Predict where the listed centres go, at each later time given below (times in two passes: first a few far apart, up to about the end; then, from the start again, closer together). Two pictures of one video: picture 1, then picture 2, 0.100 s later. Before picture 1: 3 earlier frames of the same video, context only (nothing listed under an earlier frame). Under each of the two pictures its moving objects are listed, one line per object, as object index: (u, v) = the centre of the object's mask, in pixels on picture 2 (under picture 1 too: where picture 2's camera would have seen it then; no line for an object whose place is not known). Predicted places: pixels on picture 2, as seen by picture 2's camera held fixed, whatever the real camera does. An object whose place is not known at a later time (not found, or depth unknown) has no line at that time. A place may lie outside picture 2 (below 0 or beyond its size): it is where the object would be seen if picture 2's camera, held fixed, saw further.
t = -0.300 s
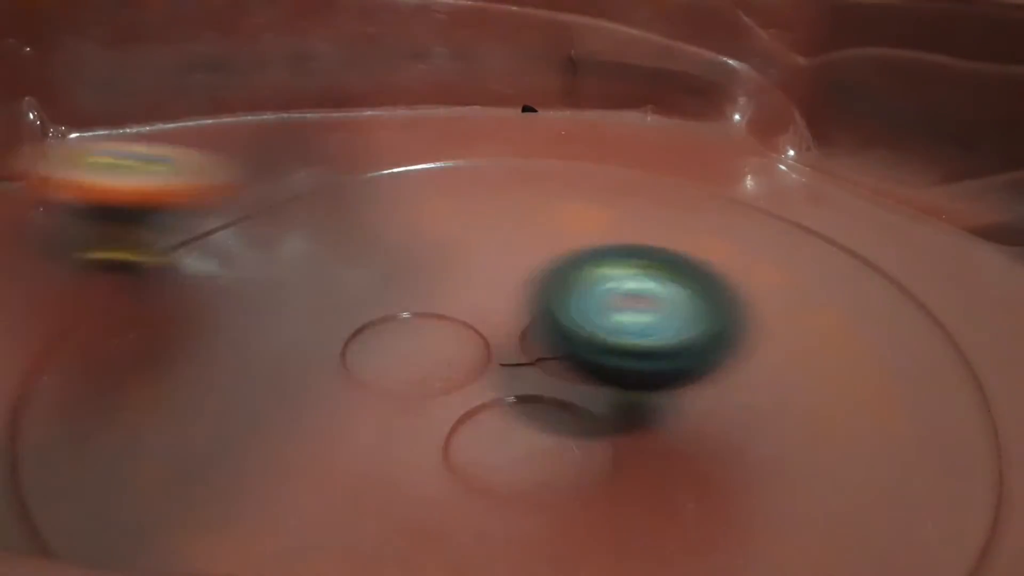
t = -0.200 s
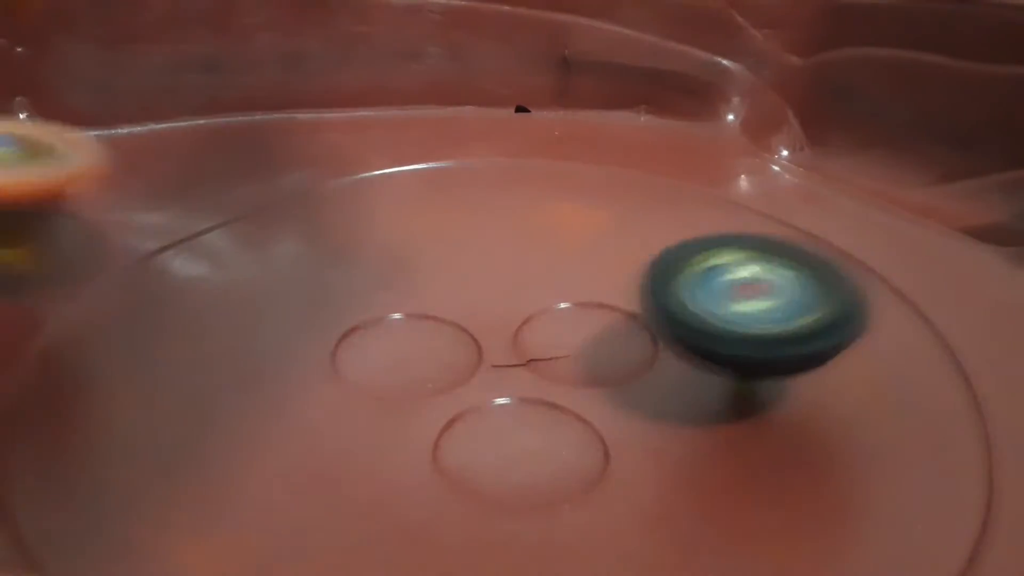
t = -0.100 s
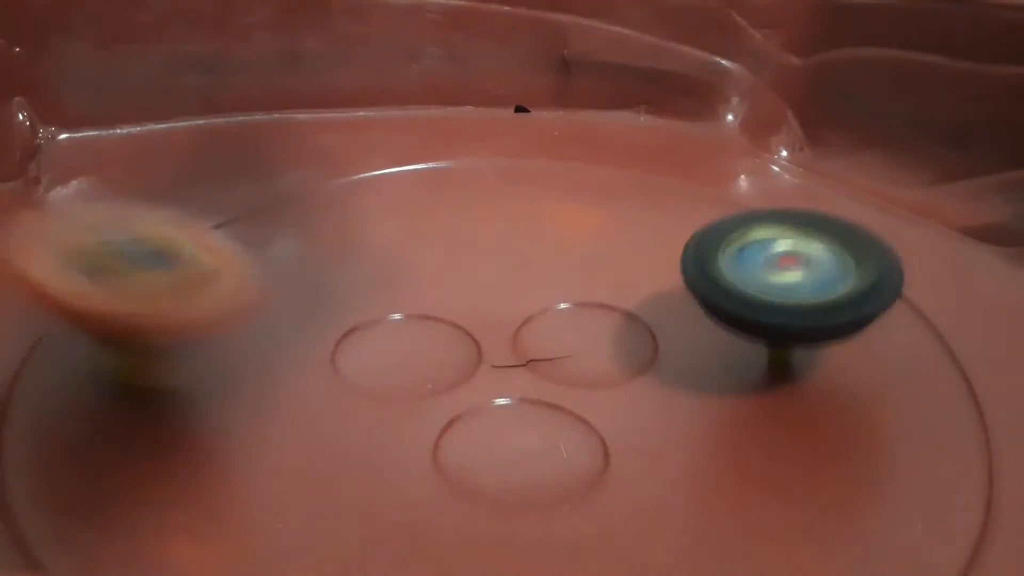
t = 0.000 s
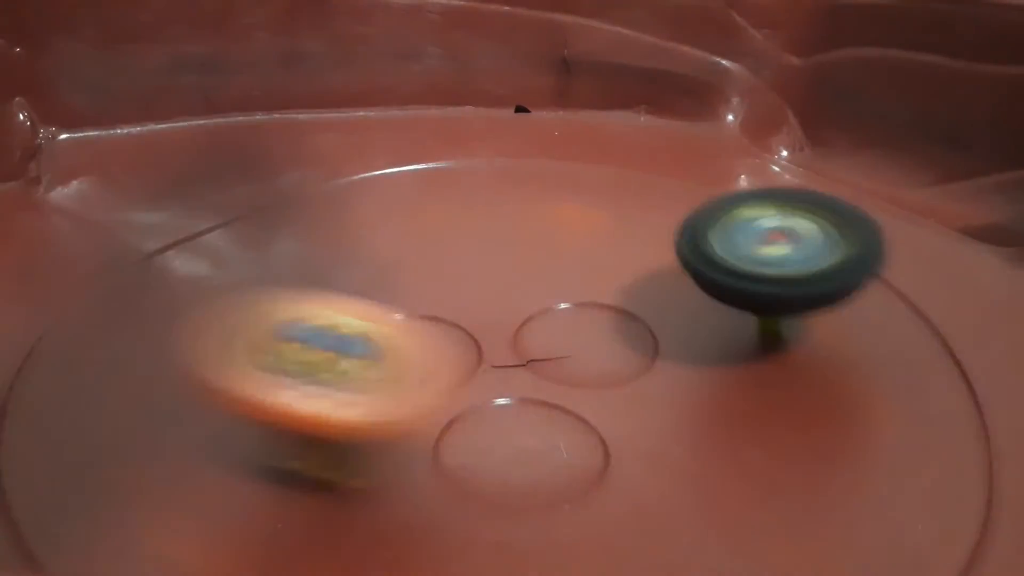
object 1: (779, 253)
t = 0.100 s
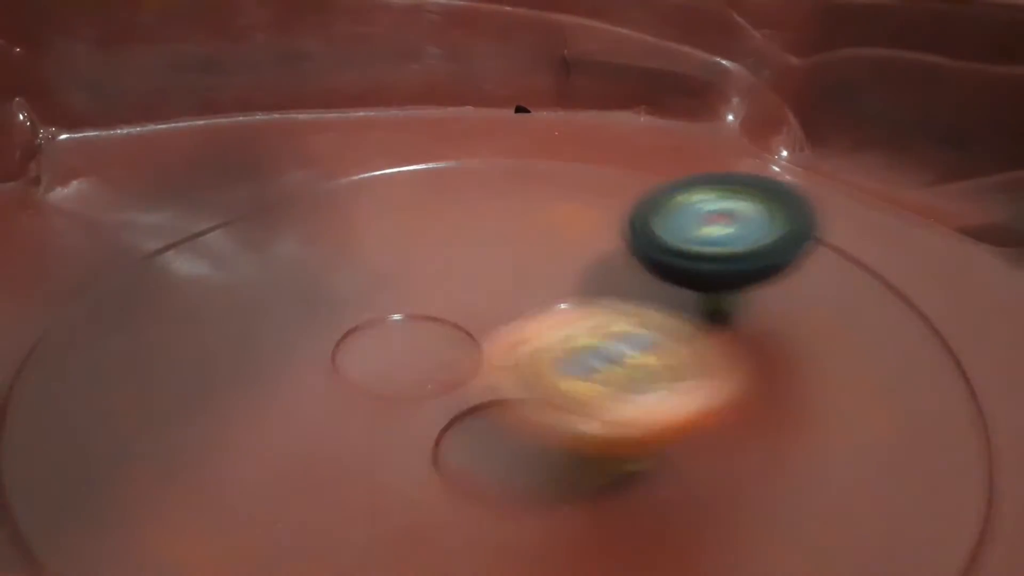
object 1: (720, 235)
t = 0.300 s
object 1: (510, 188)
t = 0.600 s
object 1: (215, 320)
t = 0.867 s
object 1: (766, 462)
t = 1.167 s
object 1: (843, 250)
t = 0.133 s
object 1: (694, 227)
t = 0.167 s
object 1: (664, 224)
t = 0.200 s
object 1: (628, 217)
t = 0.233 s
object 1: (590, 204)
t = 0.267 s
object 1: (550, 194)
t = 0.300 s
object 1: (510, 188)
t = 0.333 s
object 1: (468, 187)
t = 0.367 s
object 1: (419, 198)
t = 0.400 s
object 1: (373, 203)
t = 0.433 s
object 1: (322, 210)
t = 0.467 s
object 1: (282, 221)
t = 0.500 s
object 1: (250, 238)
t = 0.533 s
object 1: (224, 261)
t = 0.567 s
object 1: (214, 286)
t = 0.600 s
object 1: (215, 320)
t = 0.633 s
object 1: (232, 355)
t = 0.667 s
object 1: (266, 392)
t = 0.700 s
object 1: (322, 424)
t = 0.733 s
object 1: (402, 452)
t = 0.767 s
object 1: (486, 462)
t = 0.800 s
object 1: (590, 470)
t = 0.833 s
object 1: (682, 470)
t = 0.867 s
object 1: (766, 462)
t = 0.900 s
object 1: (845, 444)
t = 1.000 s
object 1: (925, 366)
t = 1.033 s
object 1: (928, 341)
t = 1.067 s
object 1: (924, 315)
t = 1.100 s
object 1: (910, 292)
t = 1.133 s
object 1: (880, 268)
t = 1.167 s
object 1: (843, 250)
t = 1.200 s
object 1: (805, 236)
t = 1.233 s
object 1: (762, 224)
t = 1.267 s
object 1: (718, 213)
